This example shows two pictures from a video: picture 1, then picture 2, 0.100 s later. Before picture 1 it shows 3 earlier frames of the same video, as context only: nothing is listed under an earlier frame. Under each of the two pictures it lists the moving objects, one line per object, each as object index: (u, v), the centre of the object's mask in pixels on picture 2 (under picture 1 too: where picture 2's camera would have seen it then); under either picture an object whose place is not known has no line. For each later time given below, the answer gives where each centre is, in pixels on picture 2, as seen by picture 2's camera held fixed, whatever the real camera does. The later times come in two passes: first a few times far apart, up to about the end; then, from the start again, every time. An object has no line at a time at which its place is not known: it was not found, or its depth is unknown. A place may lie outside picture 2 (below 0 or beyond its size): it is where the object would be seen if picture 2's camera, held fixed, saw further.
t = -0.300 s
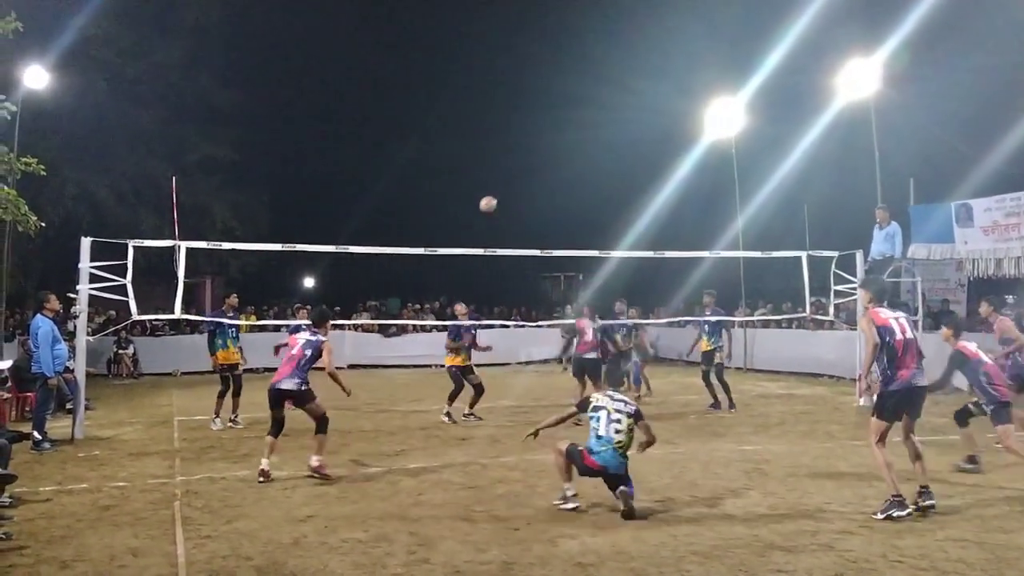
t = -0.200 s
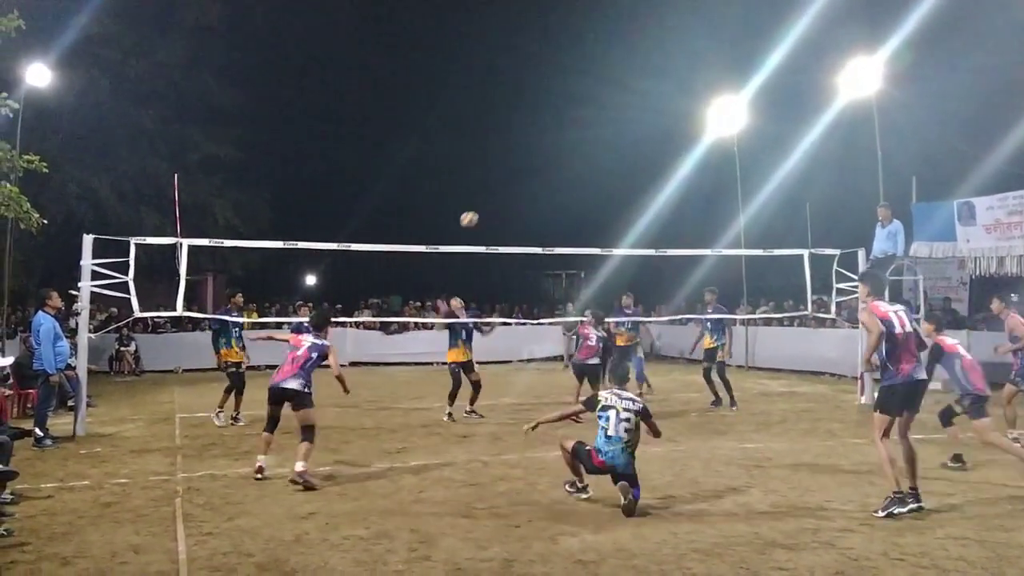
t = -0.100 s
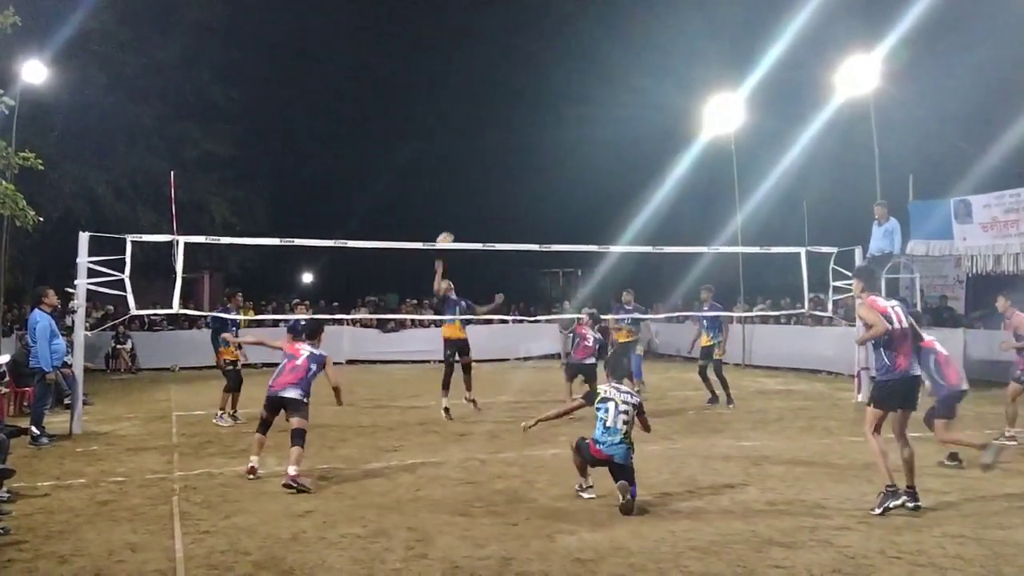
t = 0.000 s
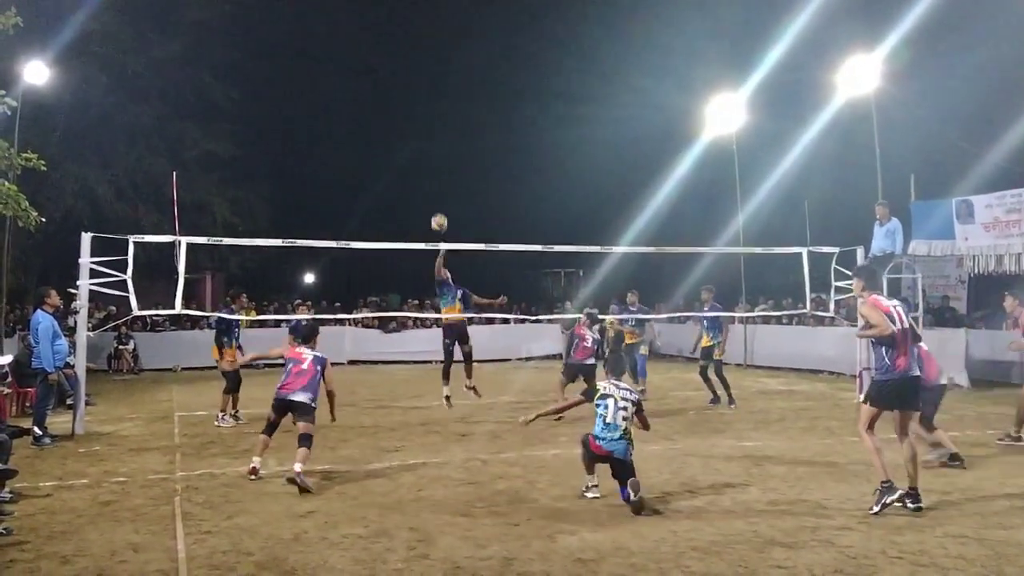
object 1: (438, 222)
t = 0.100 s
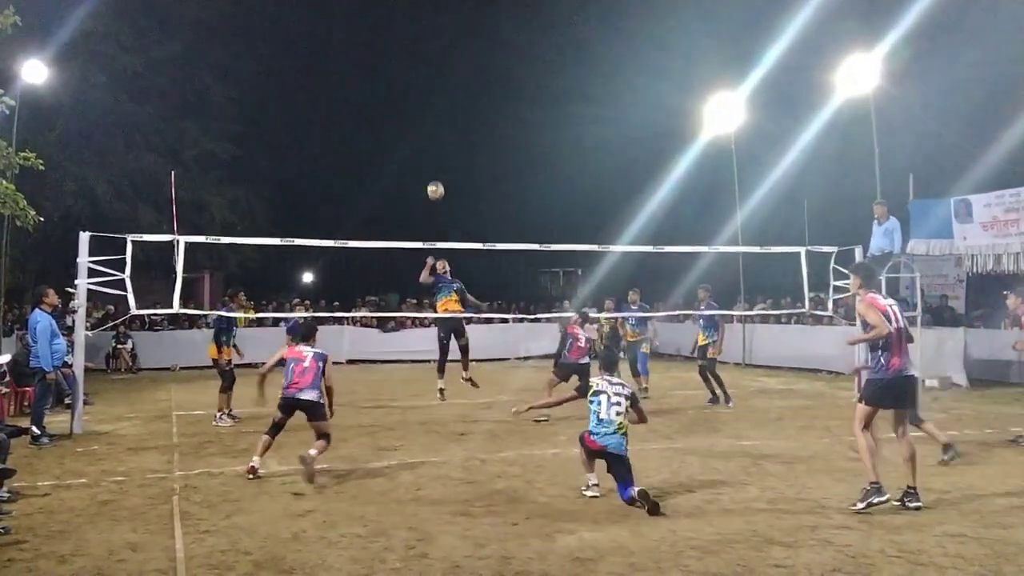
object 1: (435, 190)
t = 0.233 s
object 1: (432, 158)
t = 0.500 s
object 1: (427, 133)
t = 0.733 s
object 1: (422, 161)
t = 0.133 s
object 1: (435, 182)
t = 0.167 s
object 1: (434, 173)
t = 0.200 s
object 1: (433, 165)
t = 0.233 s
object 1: (432, 158)
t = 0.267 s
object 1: (432, 152)
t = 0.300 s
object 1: (431, 147)
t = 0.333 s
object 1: (430, 143)
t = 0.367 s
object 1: (430, 139)
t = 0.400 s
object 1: (429, 136)
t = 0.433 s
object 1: (428, 134)
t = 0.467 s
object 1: (428, 133)
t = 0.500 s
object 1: (427, 133)
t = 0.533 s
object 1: (426, 134)
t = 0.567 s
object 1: (425, 136)
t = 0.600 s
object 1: (425, 138)
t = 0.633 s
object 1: (424, 142)
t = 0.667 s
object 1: (423, 147)
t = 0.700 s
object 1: (423, 153)
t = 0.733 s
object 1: (422, 161)
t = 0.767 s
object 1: (421, 169)
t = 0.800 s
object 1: (420, 178)
